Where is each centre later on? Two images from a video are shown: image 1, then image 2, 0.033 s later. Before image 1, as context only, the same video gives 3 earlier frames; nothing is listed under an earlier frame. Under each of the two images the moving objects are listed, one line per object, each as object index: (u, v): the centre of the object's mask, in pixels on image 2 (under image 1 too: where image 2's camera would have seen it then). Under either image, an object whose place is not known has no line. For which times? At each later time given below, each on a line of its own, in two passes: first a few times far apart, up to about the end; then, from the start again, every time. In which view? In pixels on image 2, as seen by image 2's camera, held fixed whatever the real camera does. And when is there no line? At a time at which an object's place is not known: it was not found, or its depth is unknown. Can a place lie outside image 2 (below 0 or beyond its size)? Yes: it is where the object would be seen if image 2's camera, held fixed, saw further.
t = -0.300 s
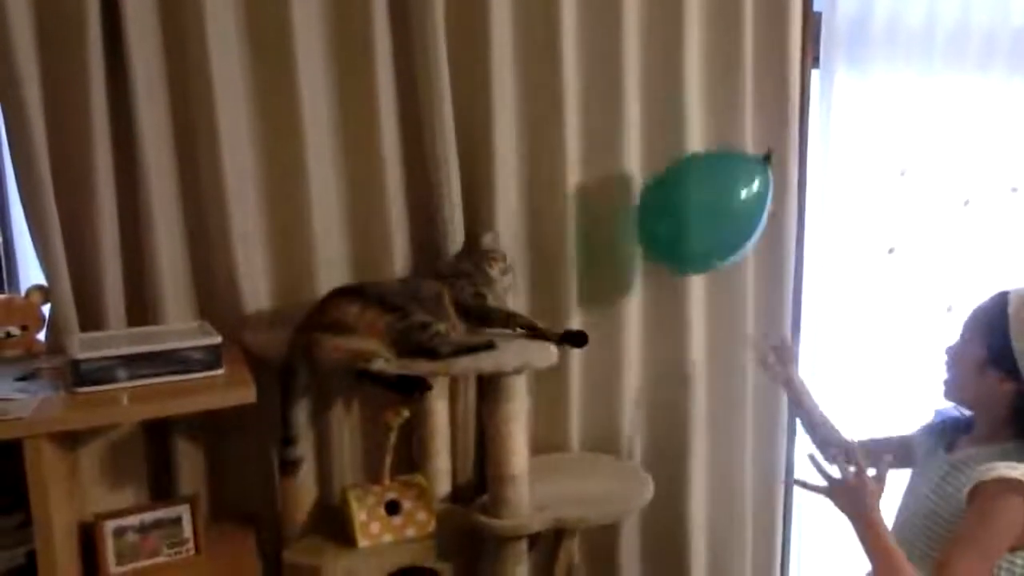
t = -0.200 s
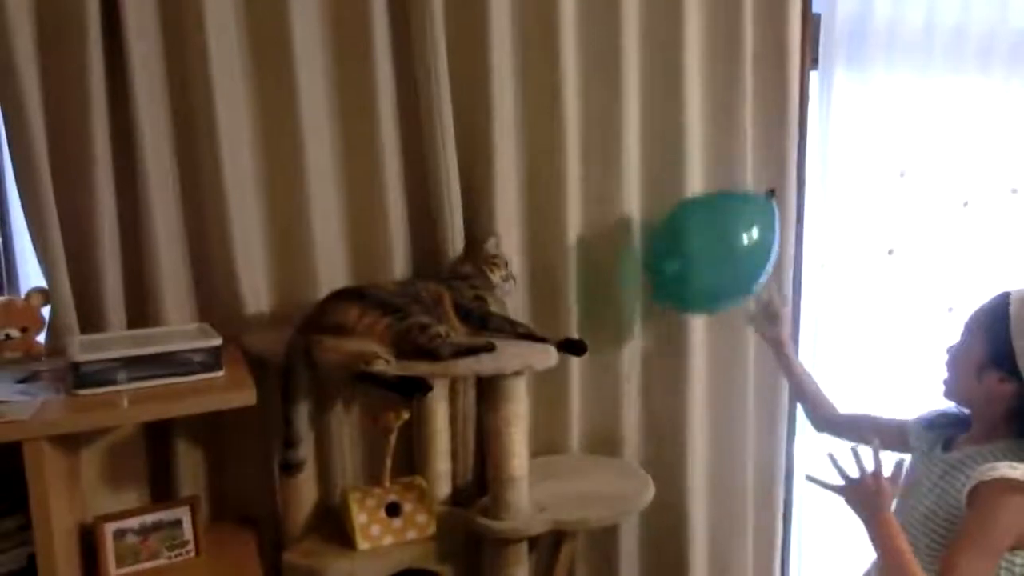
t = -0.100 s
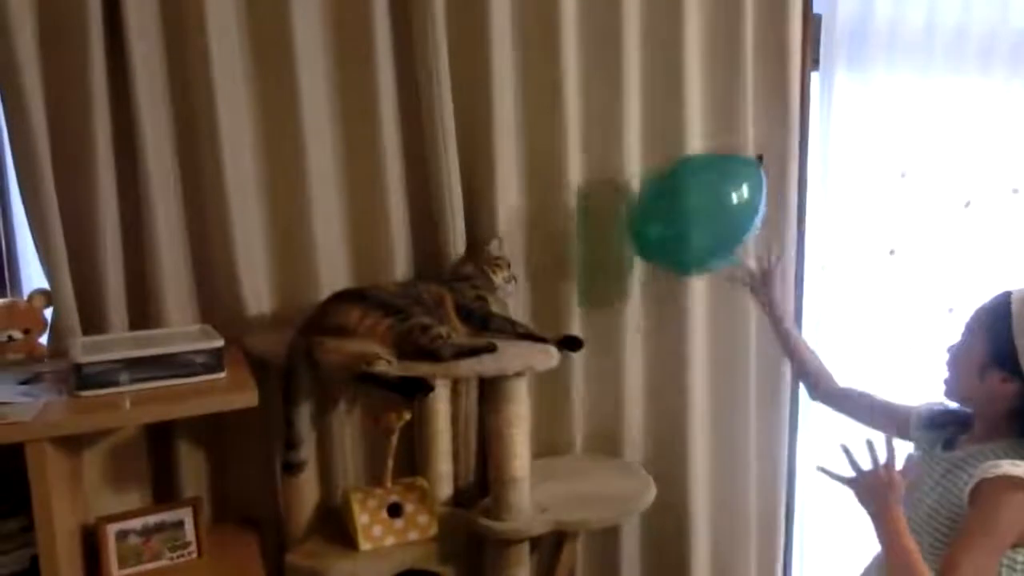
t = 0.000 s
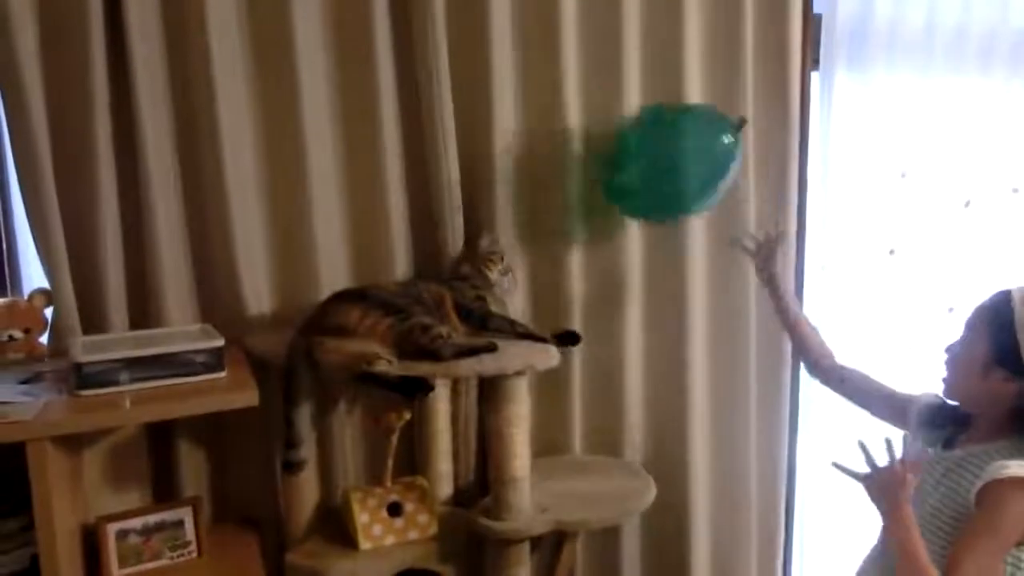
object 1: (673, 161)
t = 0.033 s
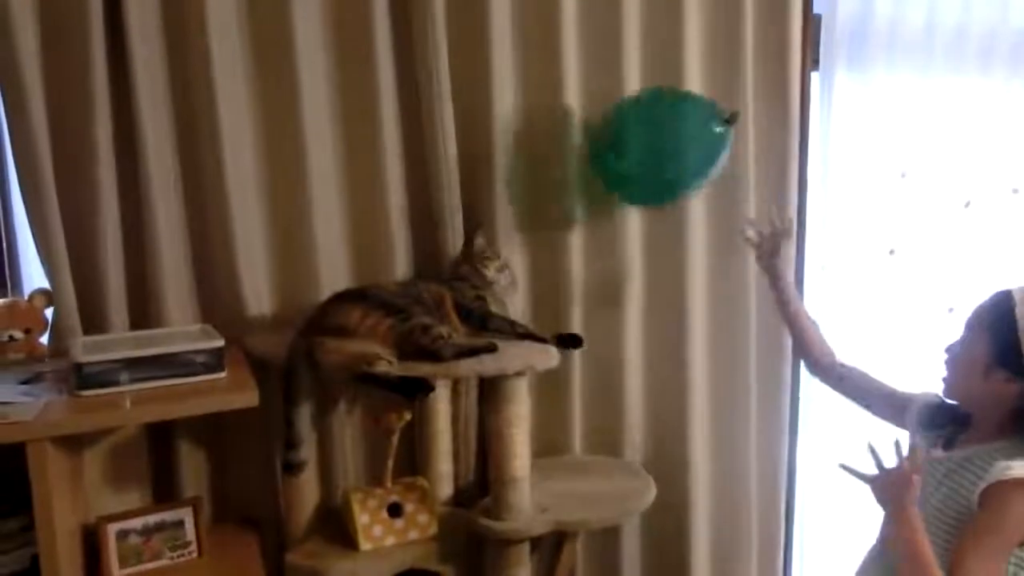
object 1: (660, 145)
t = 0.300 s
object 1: (600, 82)
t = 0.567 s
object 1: (562, 105)
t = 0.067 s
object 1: (649, 132)
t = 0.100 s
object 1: (638, 120)
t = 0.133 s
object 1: (627, 109)
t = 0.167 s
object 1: (619, 98)
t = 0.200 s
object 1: (612, 92)
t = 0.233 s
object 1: (608, 87)
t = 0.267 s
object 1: (604, 85)
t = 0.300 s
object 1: (600, 82)
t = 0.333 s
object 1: (597, 80)
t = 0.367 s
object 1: (592, 80)
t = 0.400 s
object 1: (585, 81)
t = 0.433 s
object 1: (581, 83)
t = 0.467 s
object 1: (576, 86)
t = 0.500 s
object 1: (572, 91)
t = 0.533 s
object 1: (567, 98)
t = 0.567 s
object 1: (562, 105)
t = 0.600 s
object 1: (557, 114)
